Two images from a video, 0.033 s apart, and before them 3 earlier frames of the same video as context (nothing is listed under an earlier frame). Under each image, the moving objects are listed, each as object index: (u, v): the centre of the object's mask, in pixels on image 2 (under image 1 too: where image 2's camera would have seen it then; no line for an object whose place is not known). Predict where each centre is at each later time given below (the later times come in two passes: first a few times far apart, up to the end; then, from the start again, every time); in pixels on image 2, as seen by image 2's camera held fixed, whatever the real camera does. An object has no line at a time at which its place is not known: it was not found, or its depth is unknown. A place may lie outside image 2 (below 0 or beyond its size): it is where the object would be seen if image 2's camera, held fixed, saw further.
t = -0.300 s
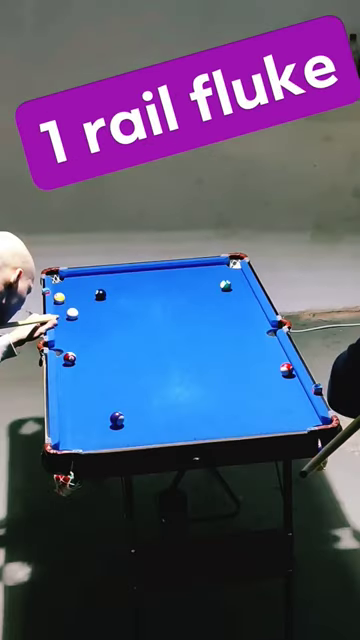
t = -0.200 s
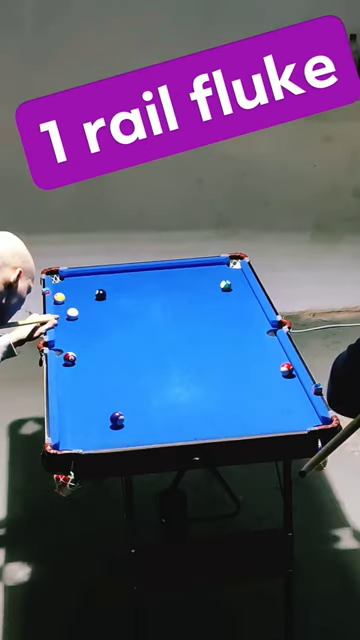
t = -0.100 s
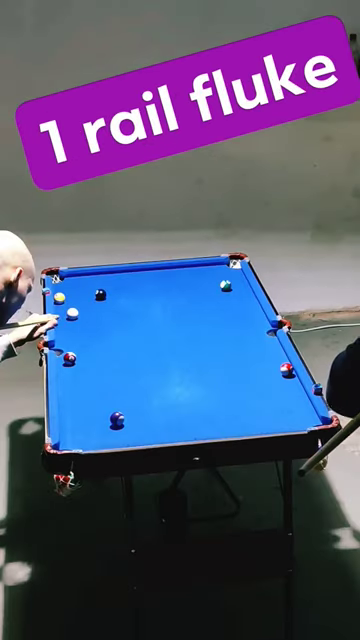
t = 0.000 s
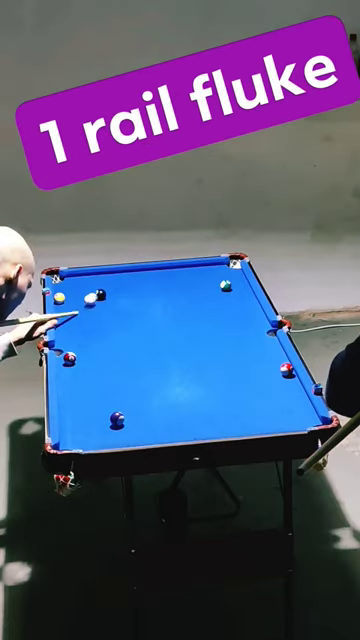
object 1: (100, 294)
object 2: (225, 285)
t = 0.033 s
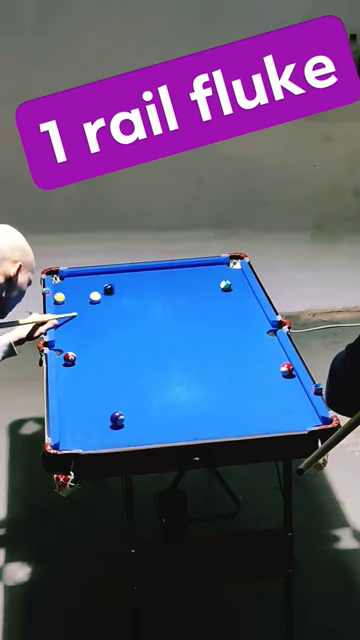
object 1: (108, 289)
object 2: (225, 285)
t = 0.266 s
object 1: (170, 277)
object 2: (225, 285)
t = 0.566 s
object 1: (221, 292)
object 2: (238, 284)
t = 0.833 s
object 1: (243, 308)
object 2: (233, 283)
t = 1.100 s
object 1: (266, 325)
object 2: (222, 284)
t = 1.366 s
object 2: (213, 283)
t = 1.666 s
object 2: (208, 284)
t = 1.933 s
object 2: (205, 283)
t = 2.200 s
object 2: (204, 283)
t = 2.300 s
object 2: (204, 283)
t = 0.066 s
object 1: (118, 282)
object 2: (225, 285)
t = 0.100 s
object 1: (128, 276)
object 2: (225, 285)
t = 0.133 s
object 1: (139, 269)
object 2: (225, 285)
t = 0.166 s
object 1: (147, 270)
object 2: (225, 285)
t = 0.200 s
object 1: (154, 274)
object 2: (225, 285)
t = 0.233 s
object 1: (162, 275)
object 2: (225, 285)
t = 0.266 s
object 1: (170, 277)
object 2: (225, 285)
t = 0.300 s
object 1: (176, 279)
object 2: (225, 285)
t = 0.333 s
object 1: (184, 280)
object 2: (225, 285)
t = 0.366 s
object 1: (191, 282)
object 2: (225, 285)
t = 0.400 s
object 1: (198, 283)
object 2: (225, 285)
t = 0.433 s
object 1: (205, 285)
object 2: (225, 285)
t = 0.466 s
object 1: (212, 286)
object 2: (225, 285)
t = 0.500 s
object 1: (216, 288)
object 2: (229, 285)
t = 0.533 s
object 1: (218, 290)
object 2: (234, 284)
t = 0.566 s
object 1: (221, 292)
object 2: (238, 284)
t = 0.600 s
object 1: (224, 294)
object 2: (242, 284)
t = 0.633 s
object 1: (226, 296)
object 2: (245, 283)
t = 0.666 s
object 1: (230, 298)
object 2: (242, 283)
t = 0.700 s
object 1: (232, 300)
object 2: (241, 284)
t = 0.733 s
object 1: (235, 302)
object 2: (239, 283)
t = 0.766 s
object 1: (238, 304)
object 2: (237, 284)
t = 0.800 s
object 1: (241, 306)
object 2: (235, 283)
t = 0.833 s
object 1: (243, 308)
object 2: (233, 283)
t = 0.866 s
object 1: (247, 310)
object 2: (231, 284)
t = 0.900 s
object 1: (249, 312)
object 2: (230, 284)
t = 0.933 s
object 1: (252, 314)
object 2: (229, 284)
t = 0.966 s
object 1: (255, 317)
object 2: (227, 284)
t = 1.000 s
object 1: (258, 319)
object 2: (226, 284)
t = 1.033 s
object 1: (261, 321)
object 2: (224, 284)
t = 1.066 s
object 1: (264, 323)
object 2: (223, 284)
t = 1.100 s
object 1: (266, 325)
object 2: (222, 284)
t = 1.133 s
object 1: (269, 328)
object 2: (221, 284)
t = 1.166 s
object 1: (272, 331)
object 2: (220, 284)
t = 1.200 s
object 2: (218, 284)
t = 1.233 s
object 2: (218, 283)
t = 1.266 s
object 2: (216, 283)
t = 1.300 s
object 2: (215, 283)
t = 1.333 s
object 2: (214, 284)
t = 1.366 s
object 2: (213, 283)
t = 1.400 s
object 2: (213, 284)
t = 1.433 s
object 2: (212, 284)
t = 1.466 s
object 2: (211, 284)
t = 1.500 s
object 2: (210, 284)
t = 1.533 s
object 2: (210, 284)
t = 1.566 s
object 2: (209, 284)
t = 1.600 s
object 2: (208, 284)
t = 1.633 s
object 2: (208, 284)
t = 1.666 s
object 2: (208, 284)
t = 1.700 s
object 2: (207, 283)
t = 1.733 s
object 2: (207, 283)
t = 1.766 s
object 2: (207, 283)
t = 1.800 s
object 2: (206, 283)
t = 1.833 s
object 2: (206, 283)
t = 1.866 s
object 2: (206, 283)
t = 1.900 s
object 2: (205, 283)
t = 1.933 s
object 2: (205, 283)
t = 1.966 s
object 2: (205, 283)
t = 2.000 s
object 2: (205, 283)
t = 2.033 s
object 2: (204, 283)
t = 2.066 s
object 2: (204, 283)
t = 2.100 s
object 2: (204, 283)
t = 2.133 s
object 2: (204, 283)
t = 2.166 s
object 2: (204, 283)
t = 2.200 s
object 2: (204, 283)
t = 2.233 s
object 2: (204, 283)
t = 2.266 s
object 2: (204, 283)
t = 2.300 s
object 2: (204, 283)
